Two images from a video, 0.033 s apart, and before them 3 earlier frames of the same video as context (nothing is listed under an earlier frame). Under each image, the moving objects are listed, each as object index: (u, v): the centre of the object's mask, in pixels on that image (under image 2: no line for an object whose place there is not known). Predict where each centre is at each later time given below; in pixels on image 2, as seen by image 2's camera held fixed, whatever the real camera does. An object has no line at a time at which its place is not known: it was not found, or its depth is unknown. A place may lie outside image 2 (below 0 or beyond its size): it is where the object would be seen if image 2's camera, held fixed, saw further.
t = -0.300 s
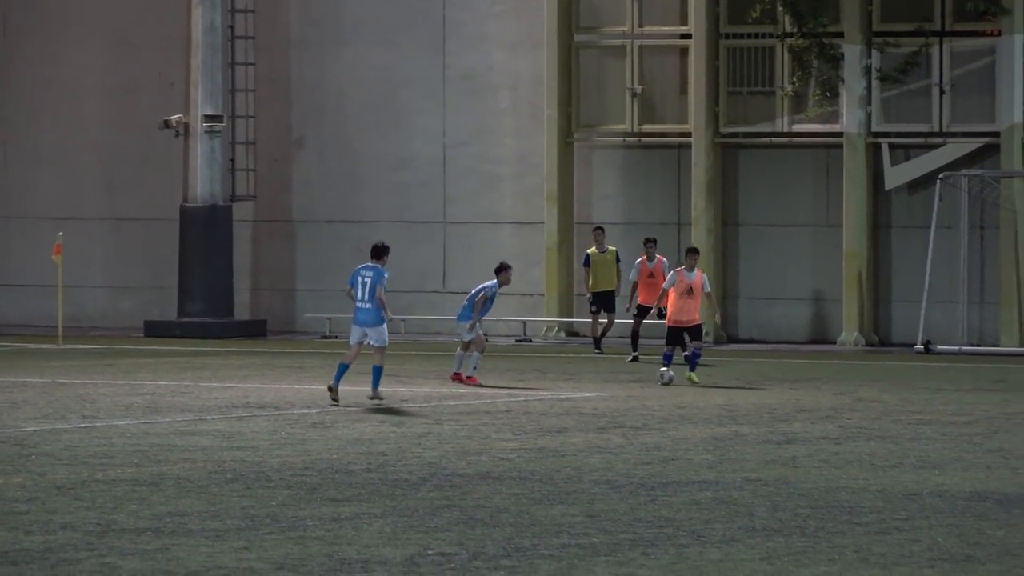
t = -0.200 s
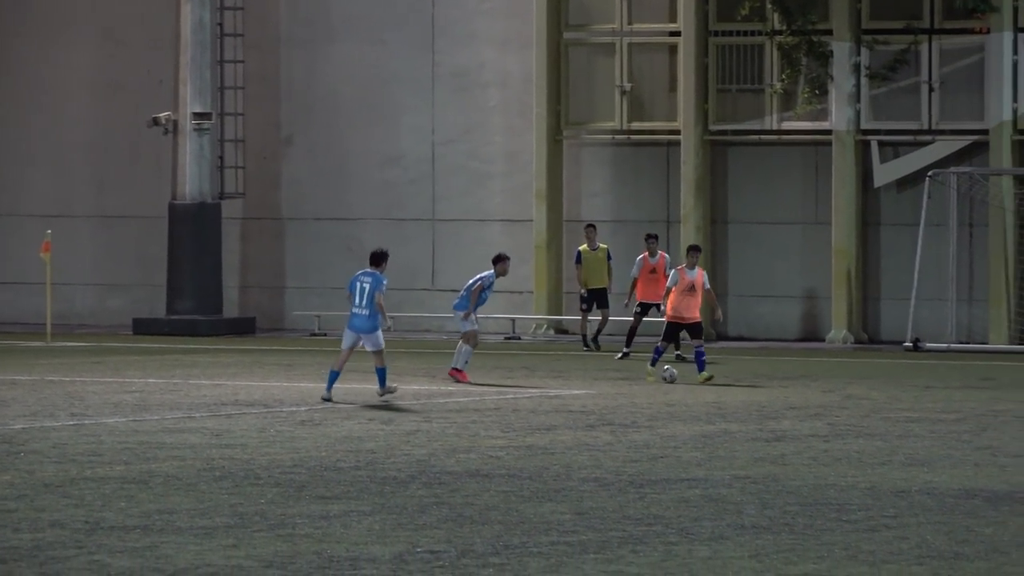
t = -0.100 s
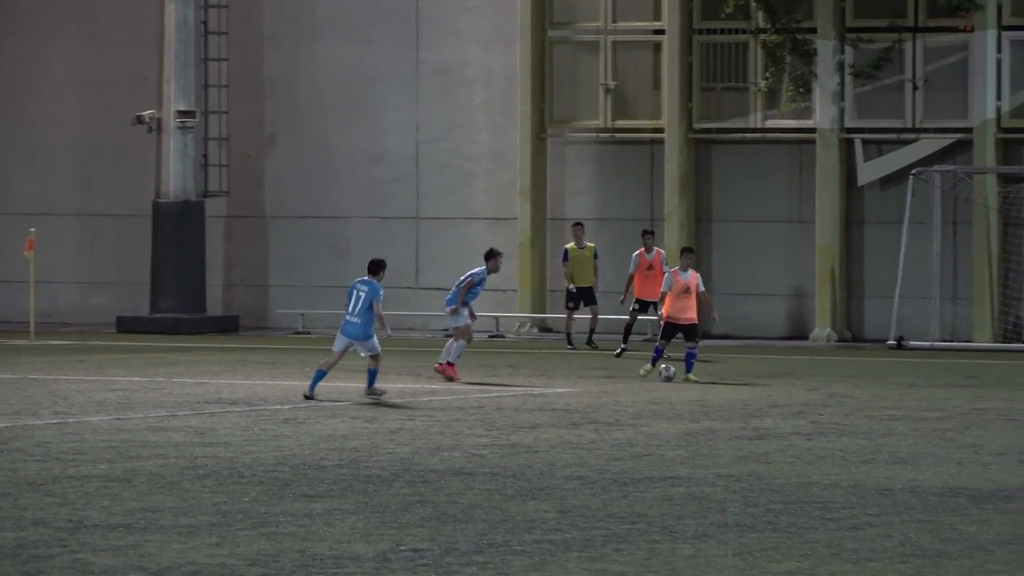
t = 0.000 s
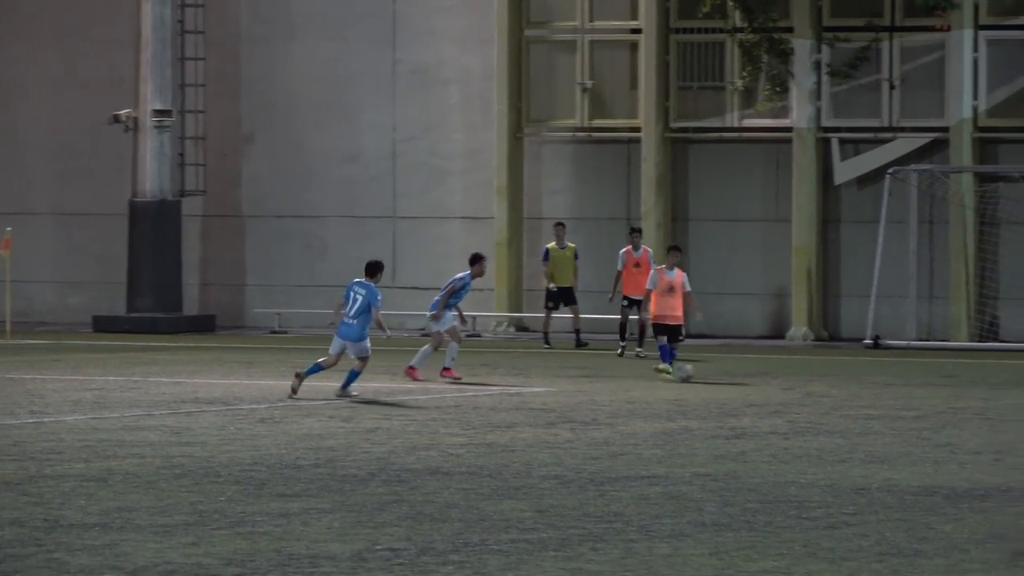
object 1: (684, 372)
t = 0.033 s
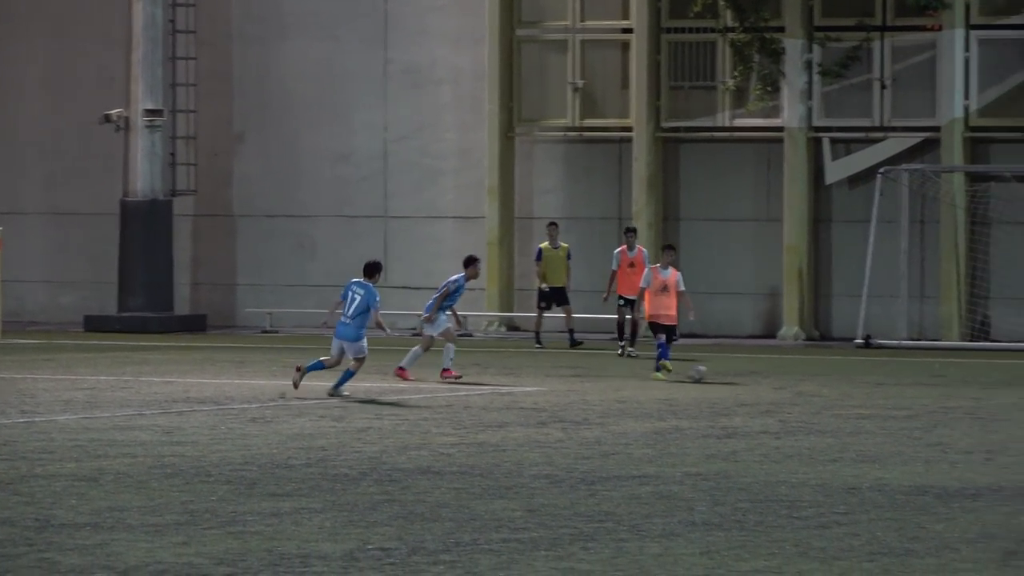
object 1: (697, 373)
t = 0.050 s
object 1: (707, 374)
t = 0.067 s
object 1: (717, 375)
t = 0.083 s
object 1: (727, 375)
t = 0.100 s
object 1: (737, 375)
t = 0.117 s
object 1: (747, 375)
